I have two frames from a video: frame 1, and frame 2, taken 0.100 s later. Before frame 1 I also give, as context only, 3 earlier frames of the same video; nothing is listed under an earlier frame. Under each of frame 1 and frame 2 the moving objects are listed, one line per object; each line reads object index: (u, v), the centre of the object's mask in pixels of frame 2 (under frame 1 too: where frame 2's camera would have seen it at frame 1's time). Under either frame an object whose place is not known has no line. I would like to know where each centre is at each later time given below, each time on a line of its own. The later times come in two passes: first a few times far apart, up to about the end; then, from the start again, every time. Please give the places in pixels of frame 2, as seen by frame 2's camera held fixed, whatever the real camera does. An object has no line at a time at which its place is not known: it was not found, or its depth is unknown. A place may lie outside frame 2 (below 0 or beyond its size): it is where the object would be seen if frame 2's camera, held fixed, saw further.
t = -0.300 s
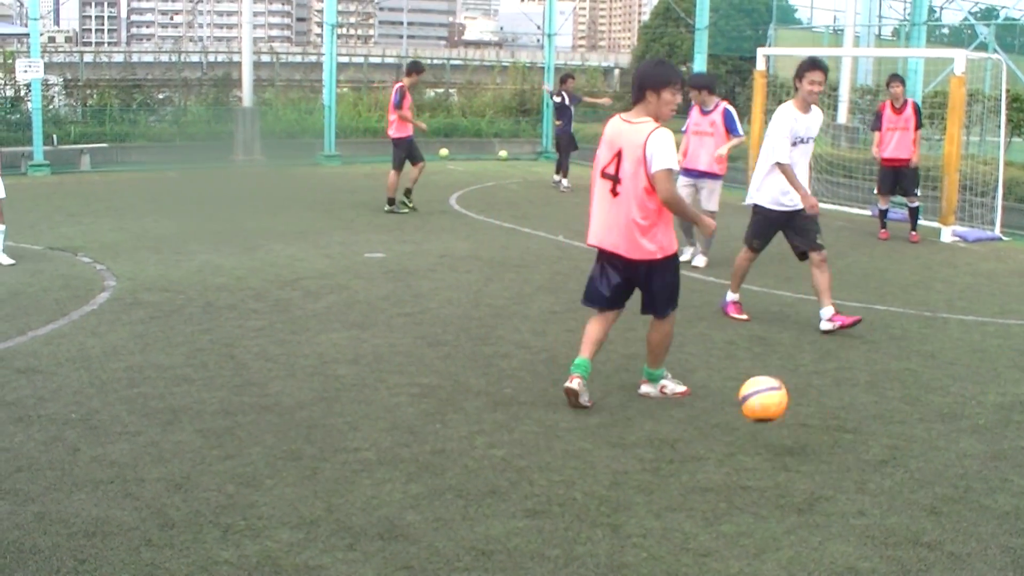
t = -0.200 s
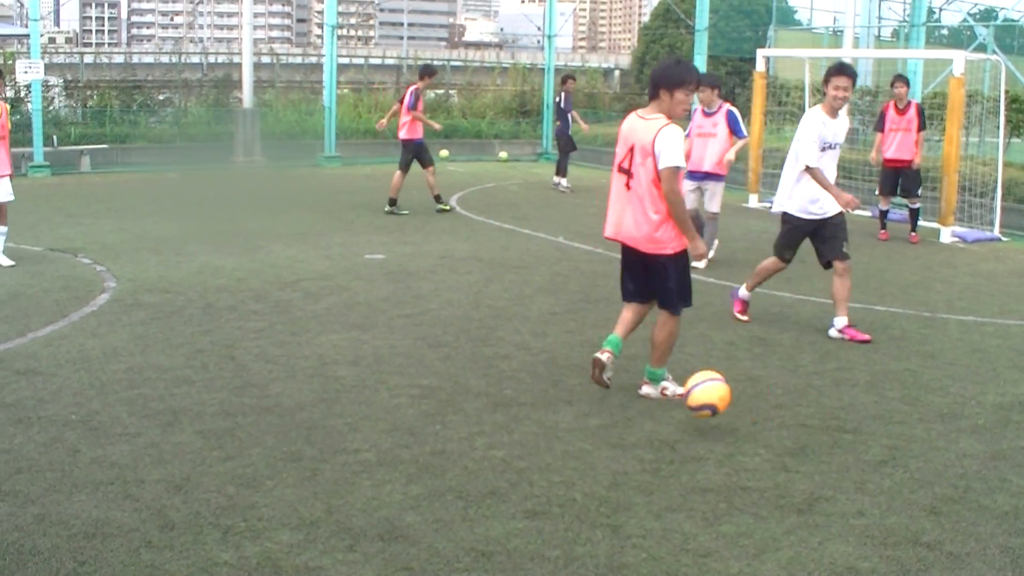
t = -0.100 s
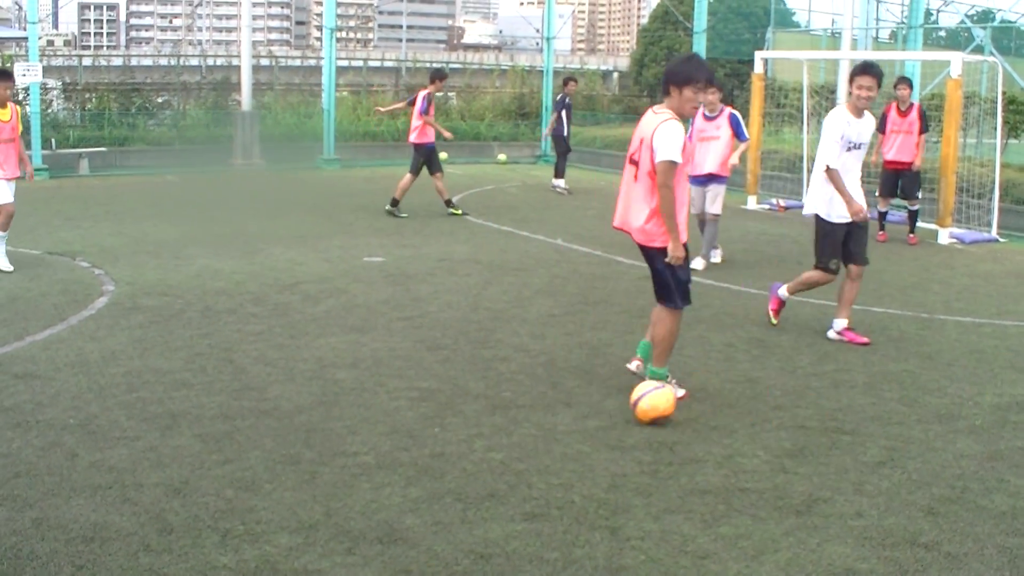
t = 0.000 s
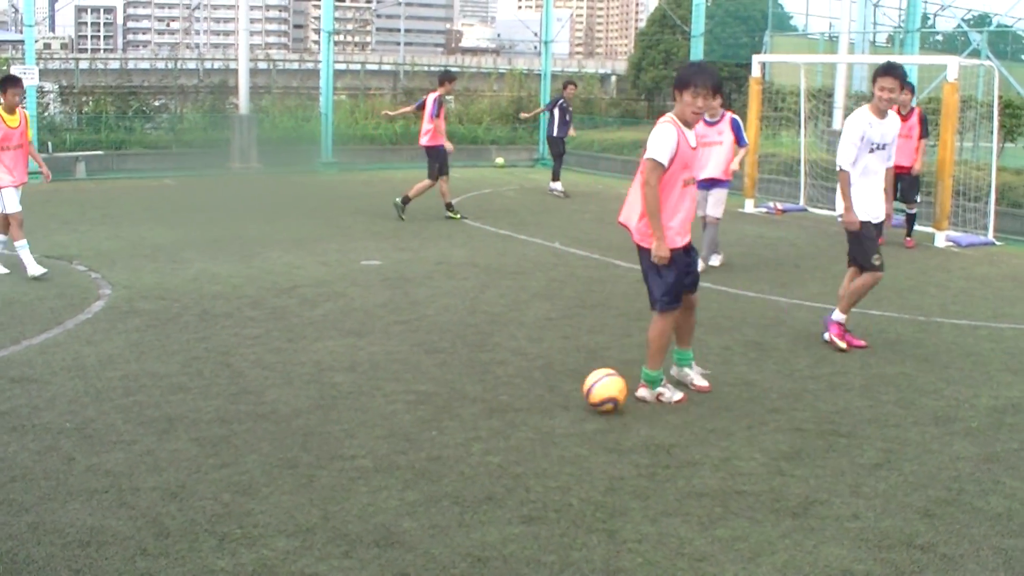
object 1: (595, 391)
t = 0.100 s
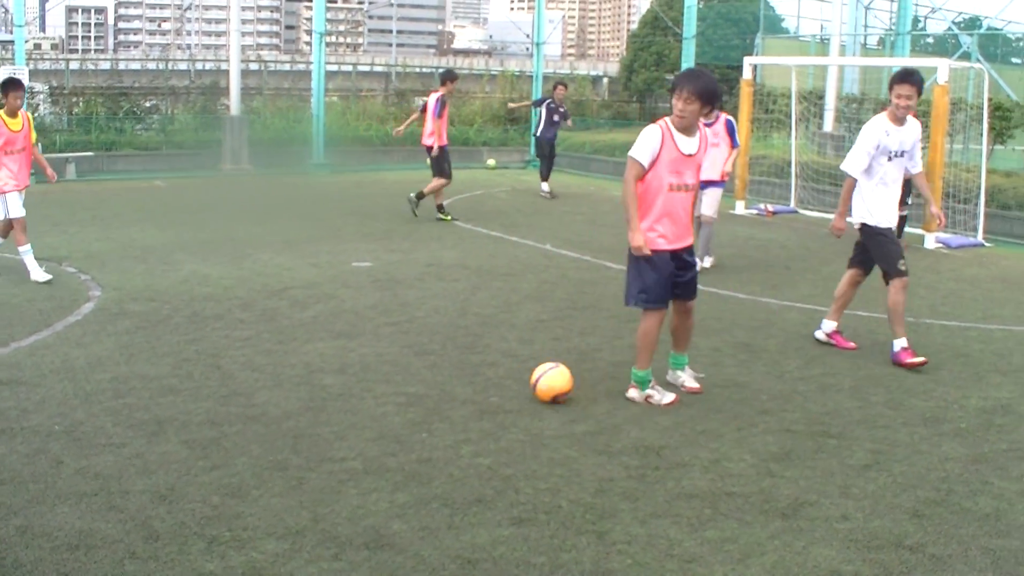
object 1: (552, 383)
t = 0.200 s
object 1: (512, 371)
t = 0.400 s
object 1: (442, 353)
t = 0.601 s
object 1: (382, 336)
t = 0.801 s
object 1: (331, 322)
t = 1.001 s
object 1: (286, 308)
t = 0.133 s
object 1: (537, 379)
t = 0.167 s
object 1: (525, 375)
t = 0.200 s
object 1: (512, 371)
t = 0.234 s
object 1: (499, 368)
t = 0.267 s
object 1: (487, 365)
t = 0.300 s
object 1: (476, 362)
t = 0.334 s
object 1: (464, 359)
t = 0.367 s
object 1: (453, 355)
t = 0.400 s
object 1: (442, 353)
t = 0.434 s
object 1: (431, 350)
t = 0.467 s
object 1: (421, 347)
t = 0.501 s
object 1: (411, 344)
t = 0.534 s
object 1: (401, 341)
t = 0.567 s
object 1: (391, 338)
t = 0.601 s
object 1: (382, 336)
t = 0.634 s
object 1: (373, 334)
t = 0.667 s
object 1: (364, 330)
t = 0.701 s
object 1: (356, 329)
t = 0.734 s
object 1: (347, 326)
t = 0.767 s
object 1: (339, 323)
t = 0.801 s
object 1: (331, 322)
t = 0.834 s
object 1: (323, 319)
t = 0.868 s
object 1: (315, 317)
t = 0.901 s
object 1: (307, 315)
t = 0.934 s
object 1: (300, 313)
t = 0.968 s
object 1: (293, 311)
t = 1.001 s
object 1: (286, 308)
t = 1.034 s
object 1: (279, 307)
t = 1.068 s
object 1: (272, 305)
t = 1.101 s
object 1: (267, 303)
